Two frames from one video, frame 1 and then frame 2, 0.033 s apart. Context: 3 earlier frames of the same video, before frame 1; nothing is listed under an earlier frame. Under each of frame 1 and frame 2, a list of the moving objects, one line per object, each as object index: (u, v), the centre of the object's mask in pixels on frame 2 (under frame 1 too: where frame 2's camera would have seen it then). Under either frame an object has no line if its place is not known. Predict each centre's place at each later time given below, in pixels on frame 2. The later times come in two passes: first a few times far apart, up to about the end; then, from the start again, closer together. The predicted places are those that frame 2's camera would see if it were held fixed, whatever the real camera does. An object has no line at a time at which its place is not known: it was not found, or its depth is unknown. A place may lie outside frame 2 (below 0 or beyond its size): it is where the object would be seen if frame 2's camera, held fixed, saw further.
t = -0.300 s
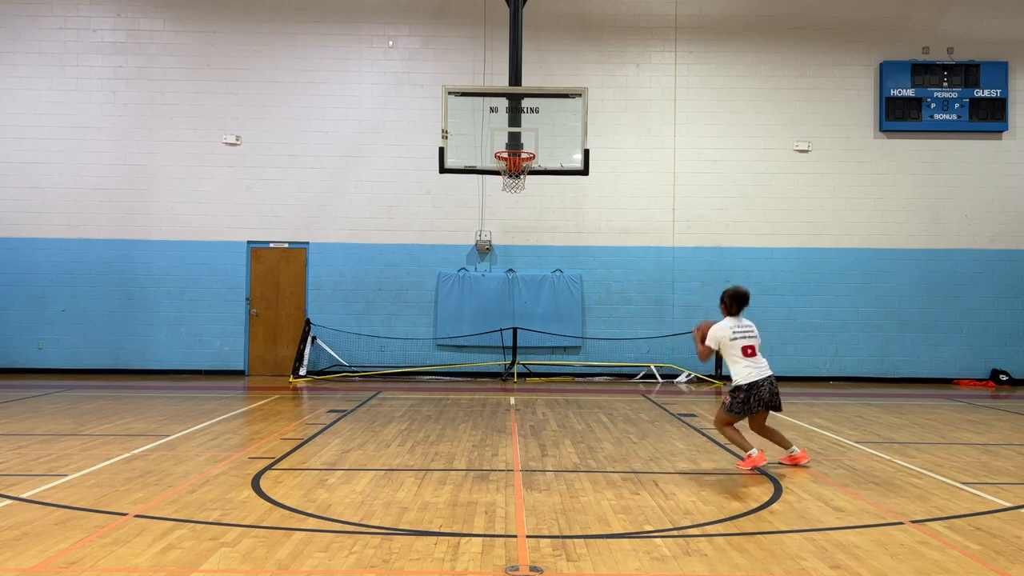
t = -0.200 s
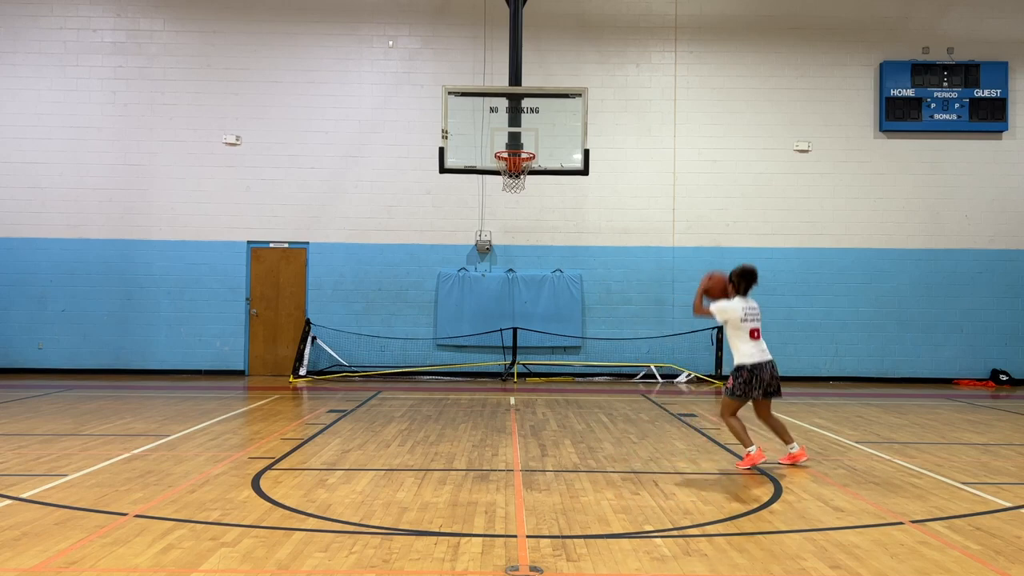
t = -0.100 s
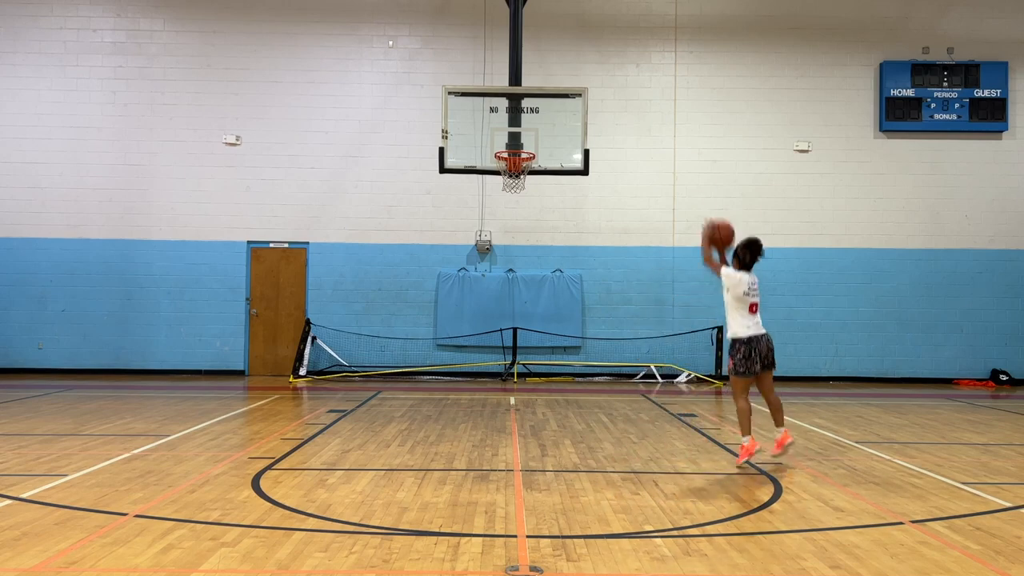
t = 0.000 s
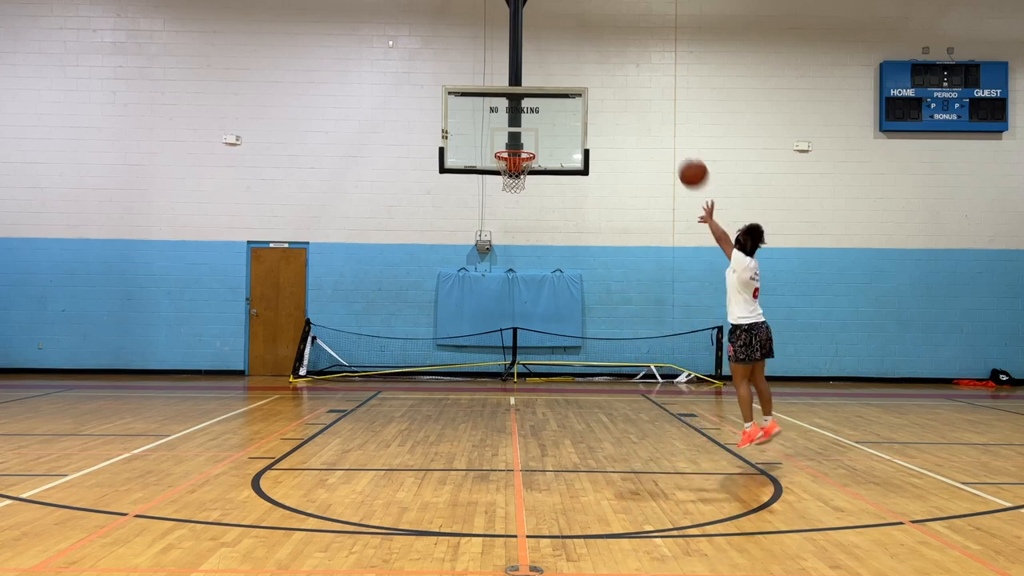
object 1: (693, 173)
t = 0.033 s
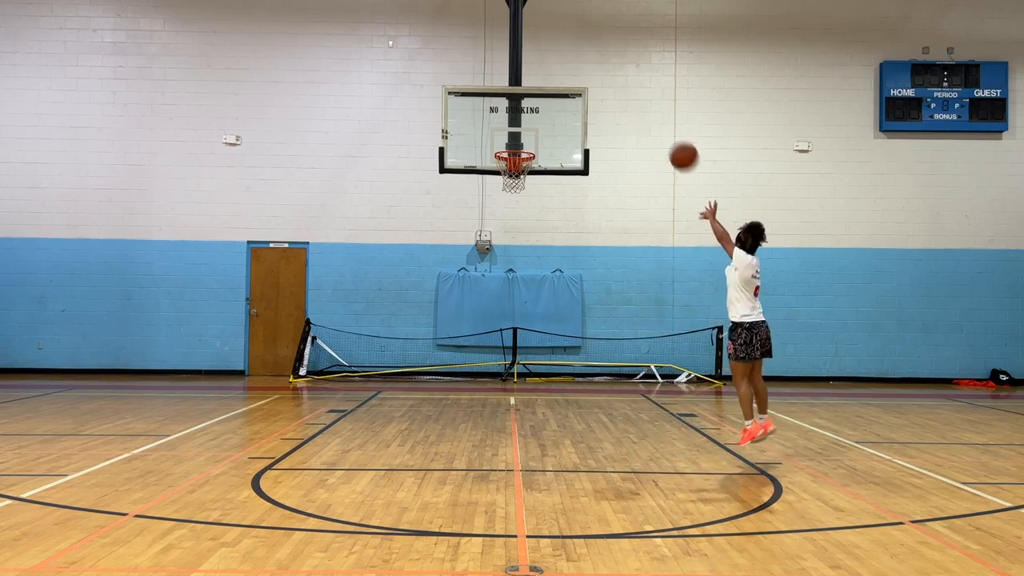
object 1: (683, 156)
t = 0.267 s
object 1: (625, 81)
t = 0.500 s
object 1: (577, 71)
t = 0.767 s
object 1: (533, 116)
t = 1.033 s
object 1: (512, 141)
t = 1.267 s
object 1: (504, 137)
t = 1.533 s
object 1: (505, 140)
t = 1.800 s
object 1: (520, 165)
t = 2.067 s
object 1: (527, 198)
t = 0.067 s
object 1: (674, 140)
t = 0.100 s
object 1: (666, 127)
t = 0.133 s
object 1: (657, 115)
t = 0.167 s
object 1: (648, 104)
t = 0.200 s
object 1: (640, 95)
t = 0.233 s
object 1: (633, 88)
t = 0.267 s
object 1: (625, 81)
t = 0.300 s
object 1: (618, 76)
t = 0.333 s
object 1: (610, 73)
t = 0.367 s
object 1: (603, 70)
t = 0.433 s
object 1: (589, 69)
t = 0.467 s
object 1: (583, 69)
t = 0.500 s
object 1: (577, 71)
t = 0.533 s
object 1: (571, 74)
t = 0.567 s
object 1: (565, 77)
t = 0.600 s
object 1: (559, 81)
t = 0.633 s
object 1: (553, 87)
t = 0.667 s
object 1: (548, 93)
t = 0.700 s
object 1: (542, 101)
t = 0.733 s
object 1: (537, 108)
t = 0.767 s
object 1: (533, 116)
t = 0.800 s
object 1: (528, 126)
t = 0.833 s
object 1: (522, 136)
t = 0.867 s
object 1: (519, 142)
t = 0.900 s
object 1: (518, 140)
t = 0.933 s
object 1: (516, 140)
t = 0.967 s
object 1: (514, 140)
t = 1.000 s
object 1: (513, 140)
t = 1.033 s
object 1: (512, 141)
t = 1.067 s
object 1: (511, 143)
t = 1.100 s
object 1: (509, 145)
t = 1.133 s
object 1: (508, 144)
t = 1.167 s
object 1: (507, 143)
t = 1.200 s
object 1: (506, 140)
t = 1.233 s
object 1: (505, 138)
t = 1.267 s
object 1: (504, 137)
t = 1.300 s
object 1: (504, 137)
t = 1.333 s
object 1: (503, 137)
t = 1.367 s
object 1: (502, 138)
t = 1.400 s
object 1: (501, 140)
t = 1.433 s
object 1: (500, 143)
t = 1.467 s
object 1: (501, 142)
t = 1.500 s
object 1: (503, 141)
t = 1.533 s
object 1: (505, 140)
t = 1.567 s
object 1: (508, 141)
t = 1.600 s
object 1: (510, 141)
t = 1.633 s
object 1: (512, 142)
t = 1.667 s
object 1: (513, 144)
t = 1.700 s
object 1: (515, 146)
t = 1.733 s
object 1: (519, 147)
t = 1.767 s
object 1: (517, 148)
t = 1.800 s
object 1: (520, 165)
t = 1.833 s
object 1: (524, 170)
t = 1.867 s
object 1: (524, 173)
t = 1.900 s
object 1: (526, 176)
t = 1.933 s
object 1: (527, 178)
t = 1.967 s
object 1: (527, 183)
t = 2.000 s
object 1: (527, 188)
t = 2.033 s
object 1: (527, 192)
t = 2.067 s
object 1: (527, 198)
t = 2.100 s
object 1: (528, 205)
